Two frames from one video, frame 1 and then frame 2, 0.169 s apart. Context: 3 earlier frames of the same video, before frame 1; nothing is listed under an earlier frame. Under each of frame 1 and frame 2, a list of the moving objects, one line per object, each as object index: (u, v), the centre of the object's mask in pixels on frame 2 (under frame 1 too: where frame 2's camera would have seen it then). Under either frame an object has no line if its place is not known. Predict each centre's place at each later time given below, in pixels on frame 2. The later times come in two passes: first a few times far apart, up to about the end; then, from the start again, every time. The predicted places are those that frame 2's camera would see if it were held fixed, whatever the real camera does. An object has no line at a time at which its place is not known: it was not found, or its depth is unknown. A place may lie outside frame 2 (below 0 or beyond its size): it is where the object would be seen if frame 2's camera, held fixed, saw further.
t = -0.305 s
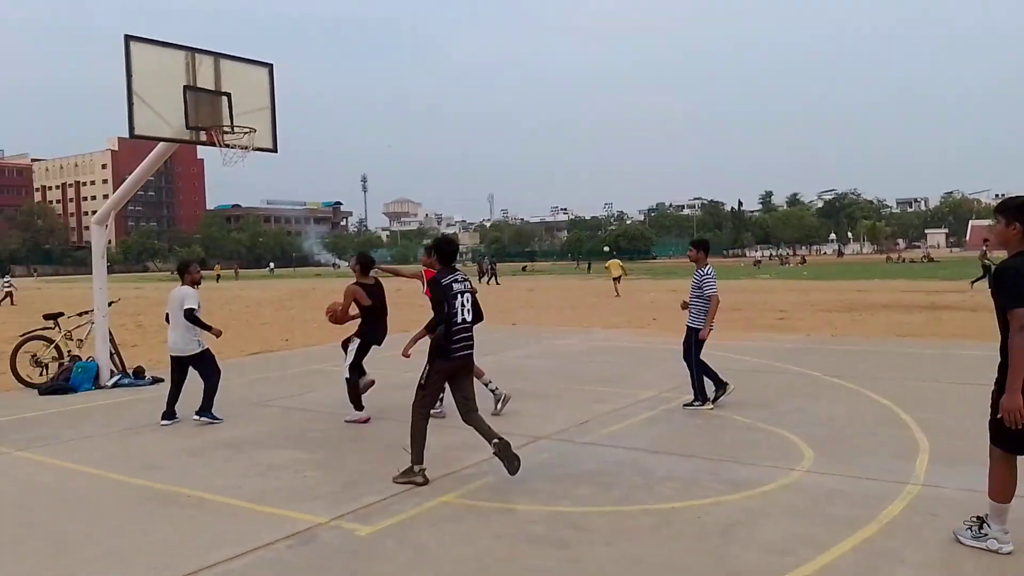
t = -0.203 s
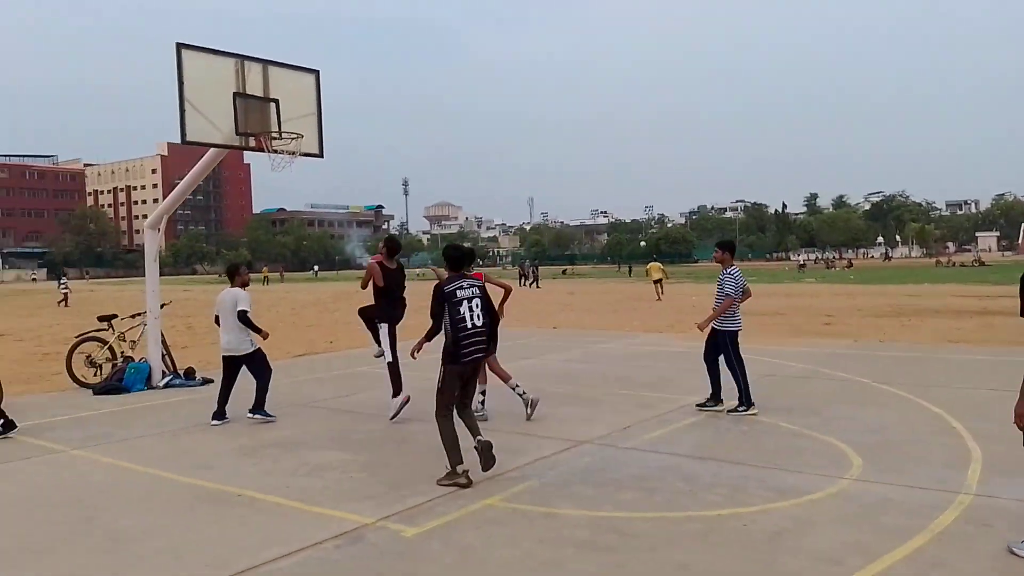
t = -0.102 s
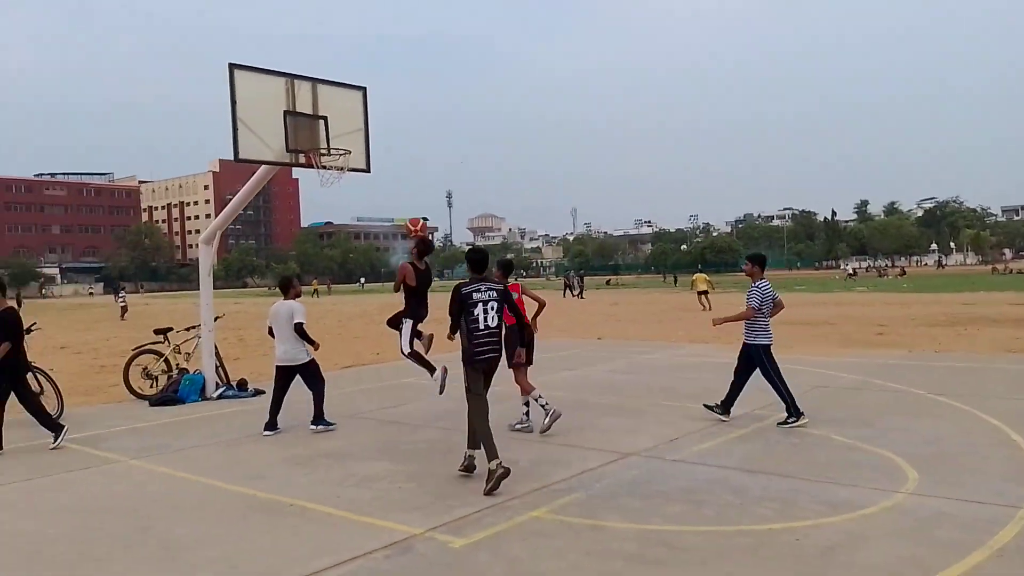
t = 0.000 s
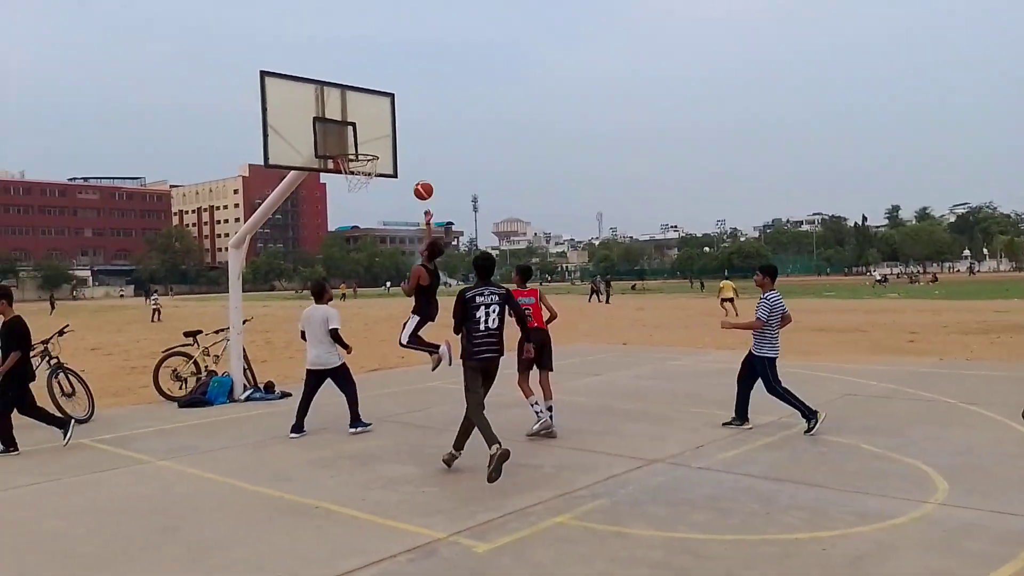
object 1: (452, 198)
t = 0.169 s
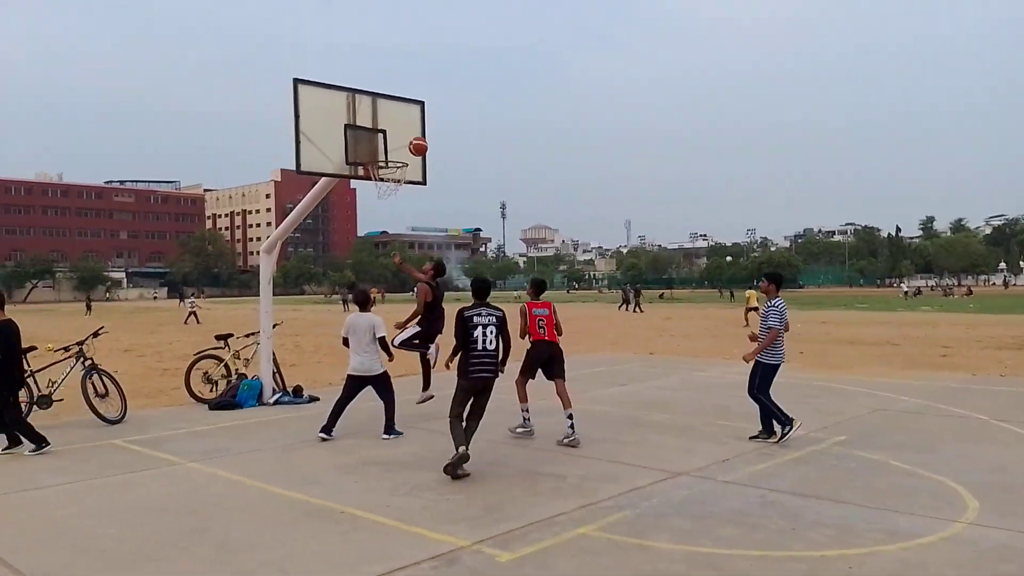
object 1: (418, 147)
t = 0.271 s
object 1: (400, 129)
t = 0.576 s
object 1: (405, 116)
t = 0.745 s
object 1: (413, 142)
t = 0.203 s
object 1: (412, 140)
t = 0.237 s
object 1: (406, 134)
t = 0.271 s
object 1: (400, 129)
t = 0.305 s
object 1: (395, 124)
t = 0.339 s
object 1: (395, 119)
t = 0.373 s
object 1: (397, 116)
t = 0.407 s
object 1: (398, 114)
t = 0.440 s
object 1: (399, 113)
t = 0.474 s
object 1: (400, 112)
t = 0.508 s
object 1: (402, 112)
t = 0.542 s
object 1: (403, 113)
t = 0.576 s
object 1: (405, 116)
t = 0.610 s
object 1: (407, 119)
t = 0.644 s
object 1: (408, 123)
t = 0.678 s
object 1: (409, 128)
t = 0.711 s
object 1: (411, 135)
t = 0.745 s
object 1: (413, 142)
